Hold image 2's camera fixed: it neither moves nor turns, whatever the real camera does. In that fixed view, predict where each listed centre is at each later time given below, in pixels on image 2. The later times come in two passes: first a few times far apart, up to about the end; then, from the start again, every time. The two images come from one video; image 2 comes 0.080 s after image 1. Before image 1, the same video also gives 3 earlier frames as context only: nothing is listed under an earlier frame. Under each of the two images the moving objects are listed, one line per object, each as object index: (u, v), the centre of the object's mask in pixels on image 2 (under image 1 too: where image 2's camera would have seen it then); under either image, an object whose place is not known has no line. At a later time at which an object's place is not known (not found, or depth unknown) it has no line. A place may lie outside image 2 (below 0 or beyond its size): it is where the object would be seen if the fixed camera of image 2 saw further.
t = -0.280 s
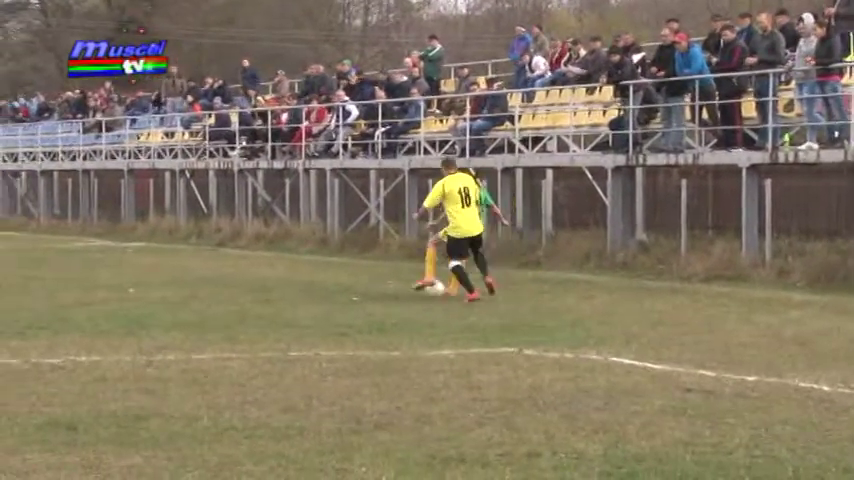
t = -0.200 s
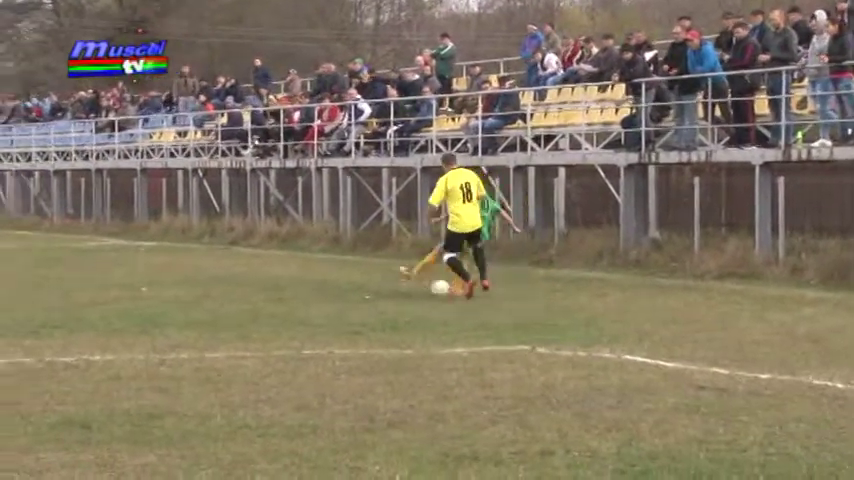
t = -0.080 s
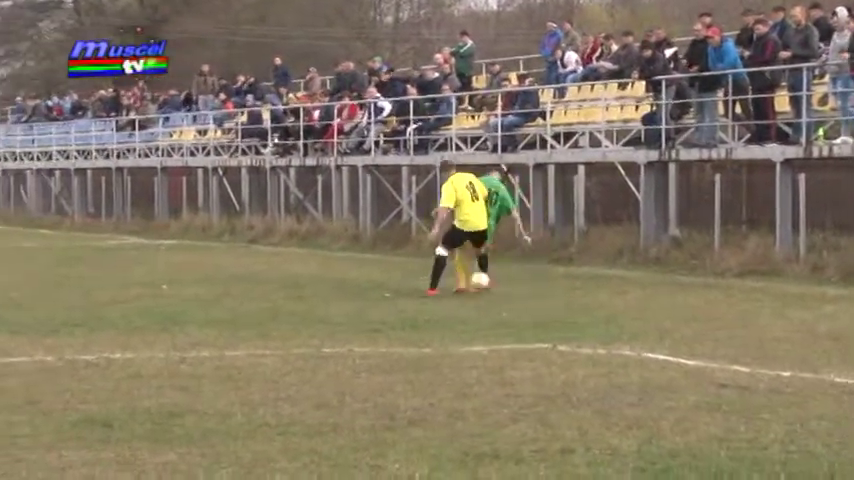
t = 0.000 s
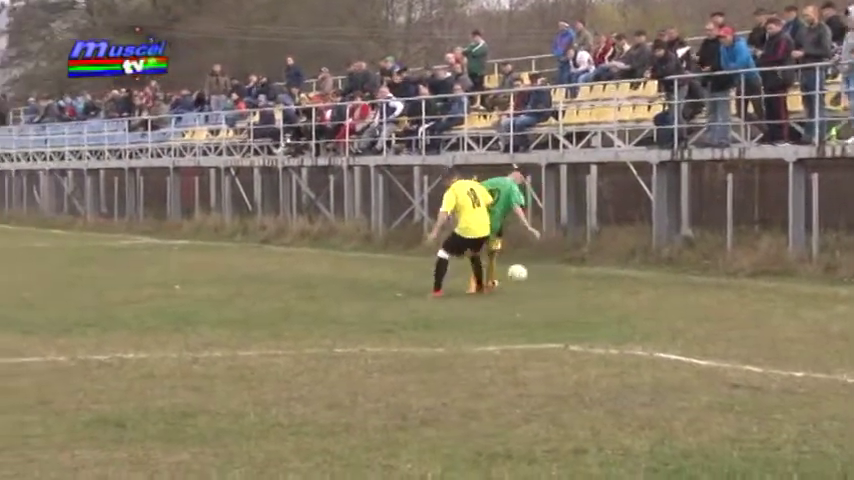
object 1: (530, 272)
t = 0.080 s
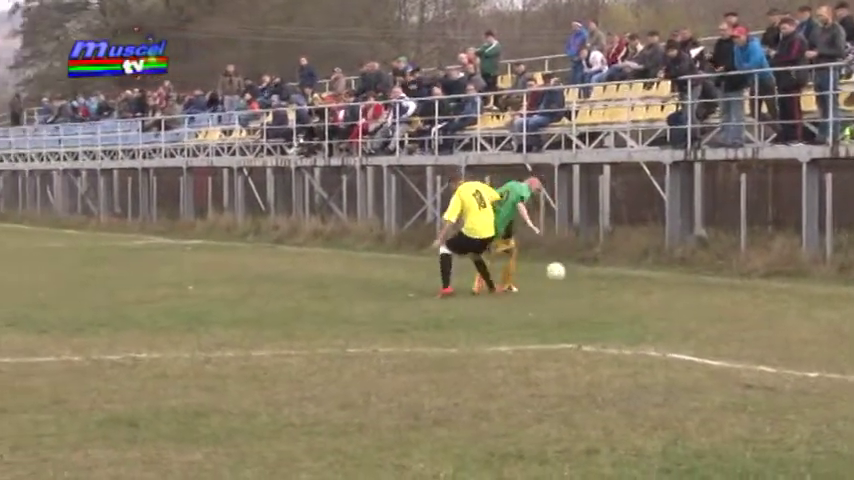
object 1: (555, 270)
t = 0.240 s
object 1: (608, 284)
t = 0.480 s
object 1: (677, 292)
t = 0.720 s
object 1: (744, 293)
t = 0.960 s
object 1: (810, 296)
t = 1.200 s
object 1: (873, 298)
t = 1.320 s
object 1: (905, 298)
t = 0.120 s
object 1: (568, 272)
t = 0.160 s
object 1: (582, 274)
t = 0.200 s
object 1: (595, 279)
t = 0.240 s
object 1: (608, 284)
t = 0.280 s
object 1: (621, 290)
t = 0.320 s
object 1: (632, 288)
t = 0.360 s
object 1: (643, 288)
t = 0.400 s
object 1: (654, 288)
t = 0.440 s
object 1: (665, 289)
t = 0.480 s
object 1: (677, 292)
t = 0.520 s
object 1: (688, 292)
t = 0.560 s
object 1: (699, 291)
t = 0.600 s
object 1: (711, 292)
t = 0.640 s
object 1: (723, 293)
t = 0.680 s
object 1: (734, 292)
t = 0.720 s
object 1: (744, 293)
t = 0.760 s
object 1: (752, 293)
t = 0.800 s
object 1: (764, 293)
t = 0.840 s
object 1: (777, 293)
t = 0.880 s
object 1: (789, 294)
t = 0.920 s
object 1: (799, 296)
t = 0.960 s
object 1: (810, 296)
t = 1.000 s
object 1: (821, 296)
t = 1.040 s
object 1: (833, 297)
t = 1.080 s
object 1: (843, 297)
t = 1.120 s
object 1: (853, 298)
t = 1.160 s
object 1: (864, 297)
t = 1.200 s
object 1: (873, 298)
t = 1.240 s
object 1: (884, 299)
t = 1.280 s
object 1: (894, 300)
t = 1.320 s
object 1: (905, 298)
